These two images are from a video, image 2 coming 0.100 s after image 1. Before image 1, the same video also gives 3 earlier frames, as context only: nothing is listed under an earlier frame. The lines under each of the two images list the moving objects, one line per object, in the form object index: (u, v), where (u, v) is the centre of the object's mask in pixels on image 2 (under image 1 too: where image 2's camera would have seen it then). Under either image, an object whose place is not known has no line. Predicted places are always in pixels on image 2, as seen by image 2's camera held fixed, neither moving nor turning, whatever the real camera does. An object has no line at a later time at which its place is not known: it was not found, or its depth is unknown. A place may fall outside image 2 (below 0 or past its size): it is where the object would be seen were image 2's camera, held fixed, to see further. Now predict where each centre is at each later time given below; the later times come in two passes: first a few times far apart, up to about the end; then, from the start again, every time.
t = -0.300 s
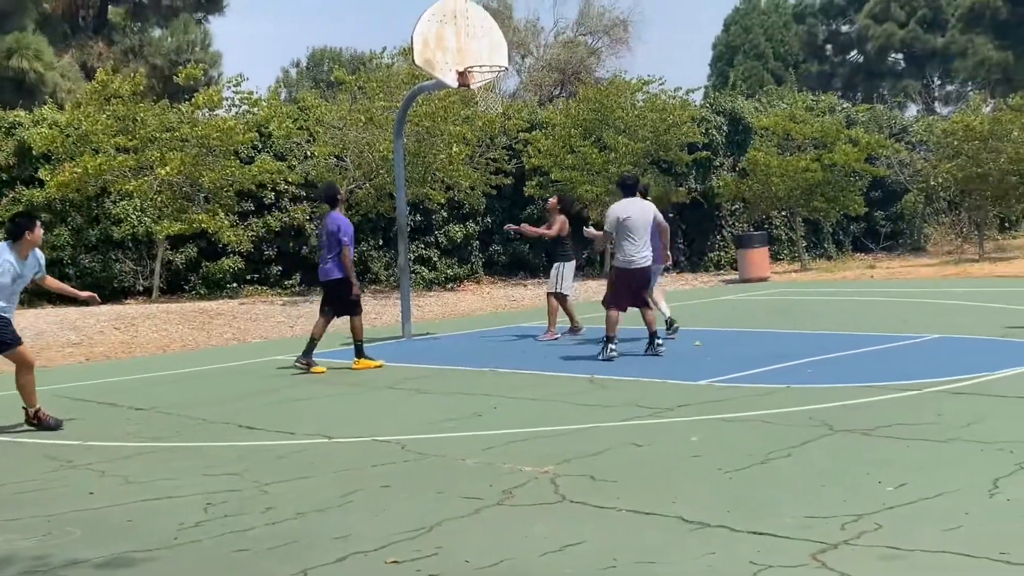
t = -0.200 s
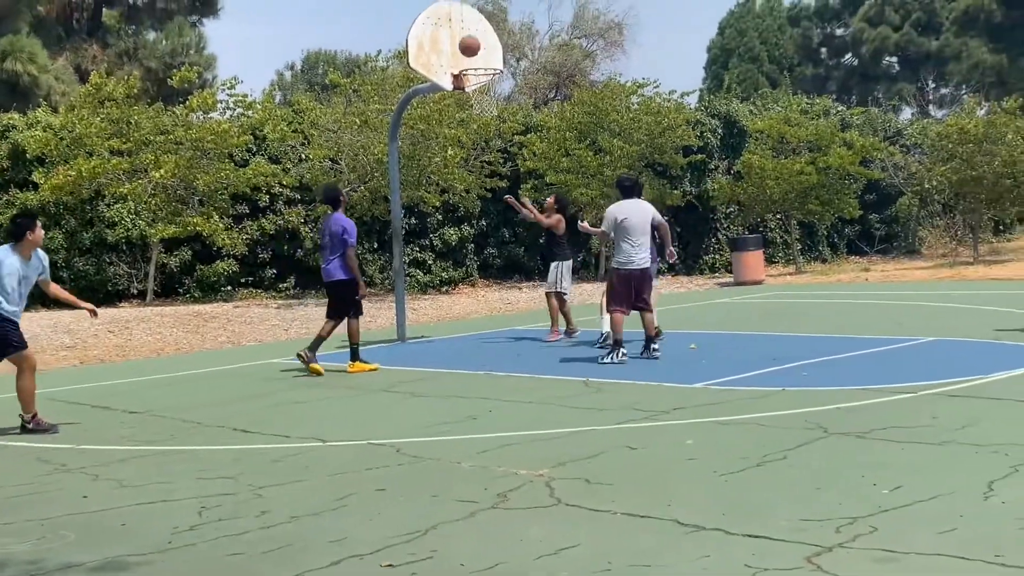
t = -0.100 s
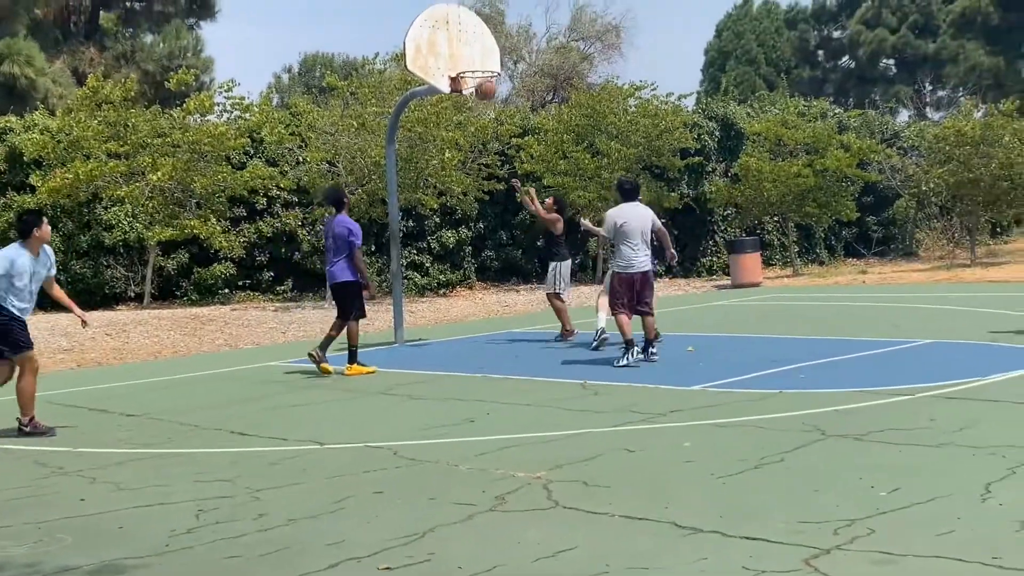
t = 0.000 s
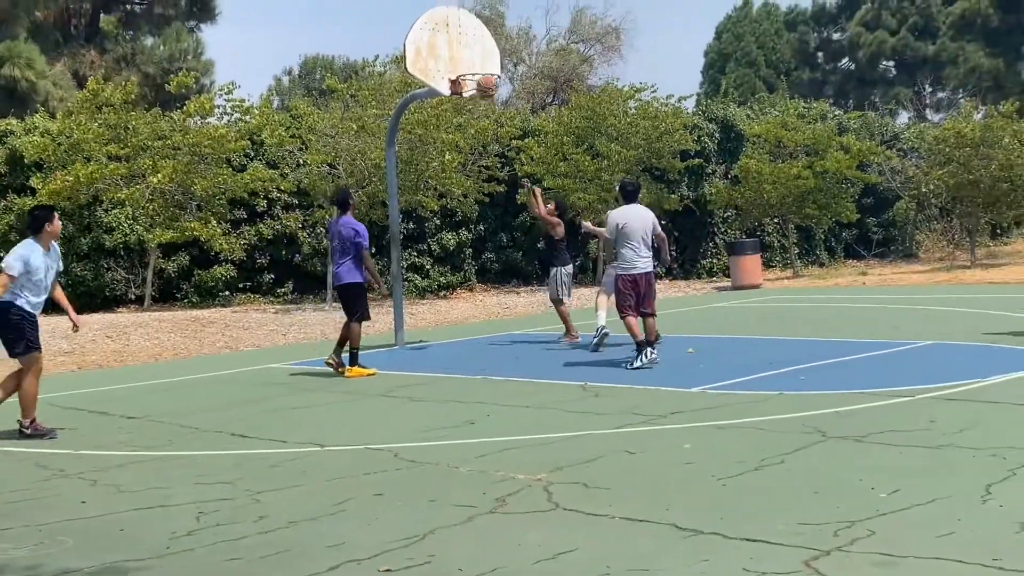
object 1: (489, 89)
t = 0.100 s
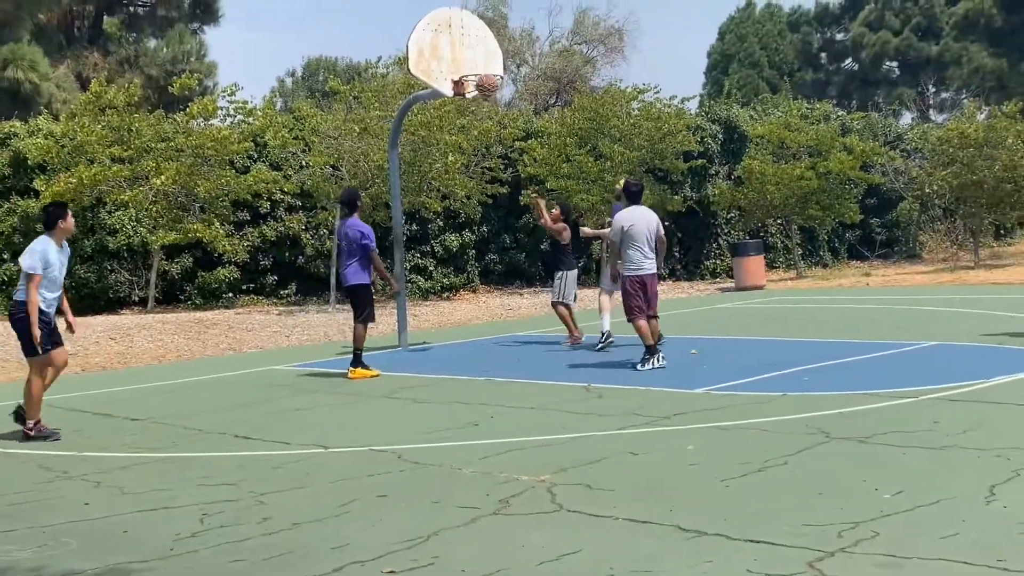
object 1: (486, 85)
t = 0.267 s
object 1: (485, 101)
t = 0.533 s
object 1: (479, 159)
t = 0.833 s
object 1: (480, 285)
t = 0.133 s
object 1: (486, 87)
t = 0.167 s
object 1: (486, 90)
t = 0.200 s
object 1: (486, 92)
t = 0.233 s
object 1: (487, 97)
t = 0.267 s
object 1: (485, 101)
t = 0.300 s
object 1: (483, 105)
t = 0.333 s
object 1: (483, 110)
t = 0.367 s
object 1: (481, 115)
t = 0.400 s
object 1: (482, 126)
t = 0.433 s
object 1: (481, 132)
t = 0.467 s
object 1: (480, 141)
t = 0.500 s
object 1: (481, 149)
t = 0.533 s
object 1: (479, 159)
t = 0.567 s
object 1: (480, 169)
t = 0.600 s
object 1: (479, 180)
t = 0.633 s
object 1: (480, 193)
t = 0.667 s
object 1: (479, 206)
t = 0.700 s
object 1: (479, 220)
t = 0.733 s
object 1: (480, 235)
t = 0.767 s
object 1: (480, 252)
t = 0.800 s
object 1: (479, 267)
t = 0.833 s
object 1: (480, 285)
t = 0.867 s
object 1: (479, 303)
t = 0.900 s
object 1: (479, 321)
